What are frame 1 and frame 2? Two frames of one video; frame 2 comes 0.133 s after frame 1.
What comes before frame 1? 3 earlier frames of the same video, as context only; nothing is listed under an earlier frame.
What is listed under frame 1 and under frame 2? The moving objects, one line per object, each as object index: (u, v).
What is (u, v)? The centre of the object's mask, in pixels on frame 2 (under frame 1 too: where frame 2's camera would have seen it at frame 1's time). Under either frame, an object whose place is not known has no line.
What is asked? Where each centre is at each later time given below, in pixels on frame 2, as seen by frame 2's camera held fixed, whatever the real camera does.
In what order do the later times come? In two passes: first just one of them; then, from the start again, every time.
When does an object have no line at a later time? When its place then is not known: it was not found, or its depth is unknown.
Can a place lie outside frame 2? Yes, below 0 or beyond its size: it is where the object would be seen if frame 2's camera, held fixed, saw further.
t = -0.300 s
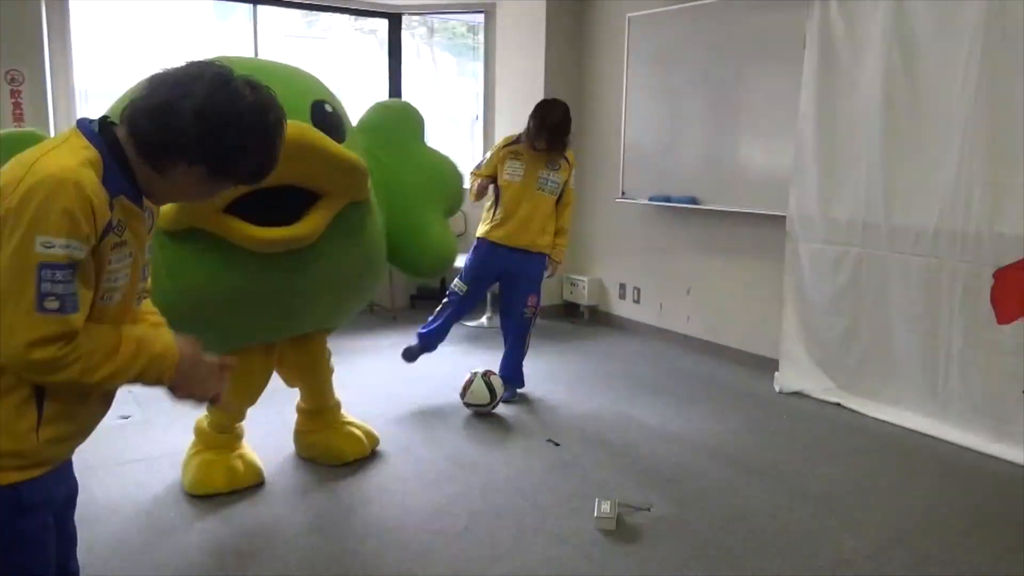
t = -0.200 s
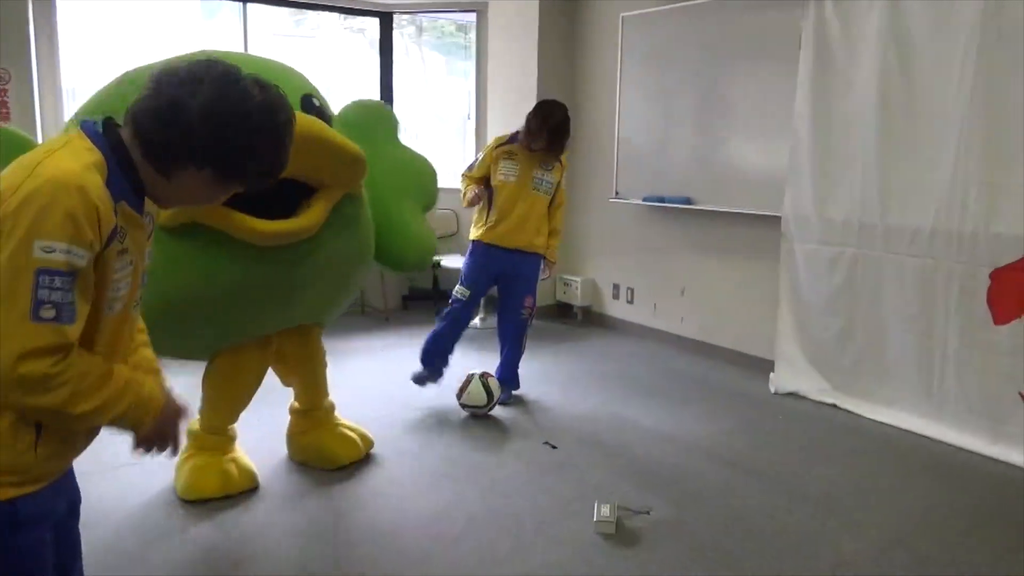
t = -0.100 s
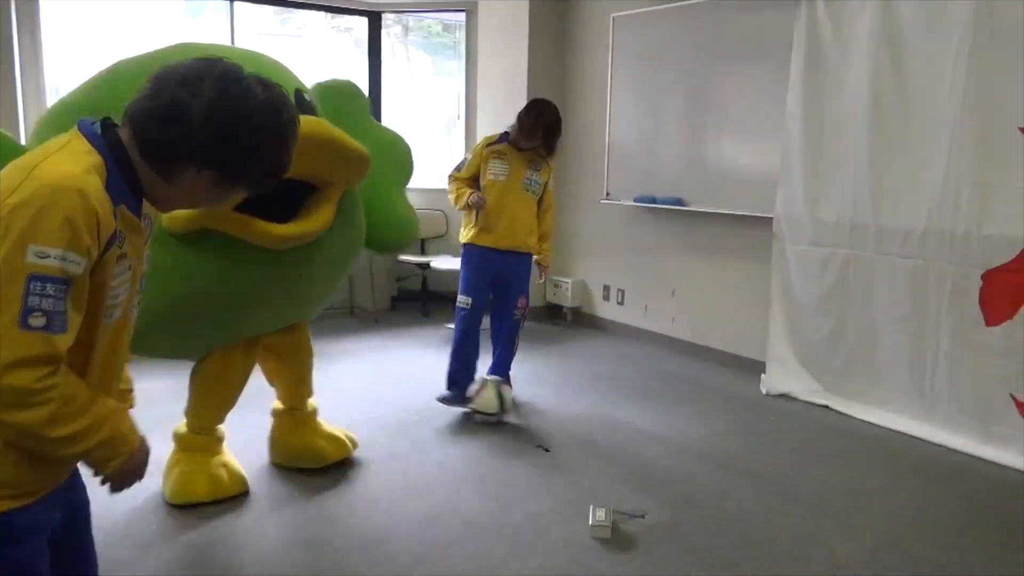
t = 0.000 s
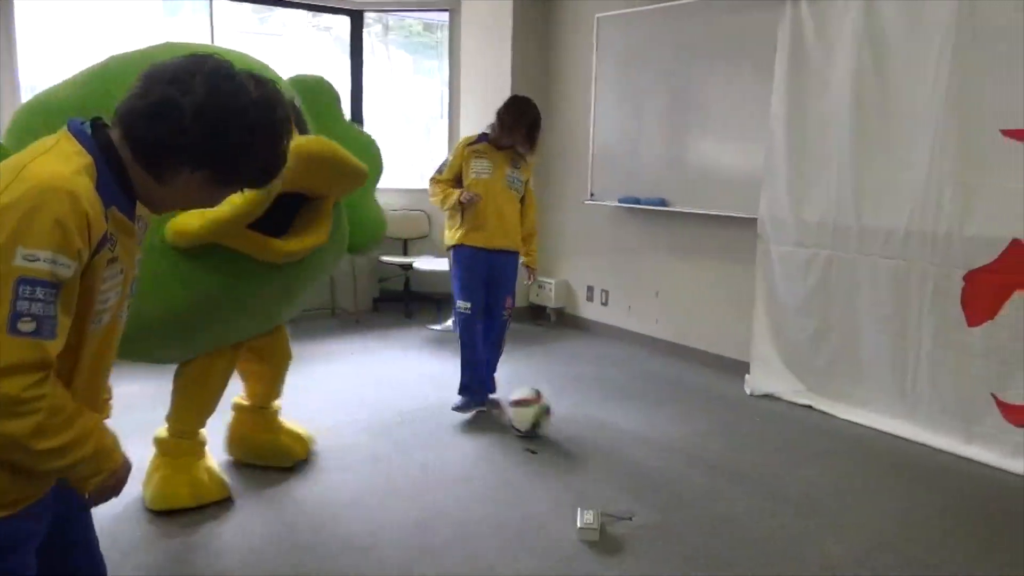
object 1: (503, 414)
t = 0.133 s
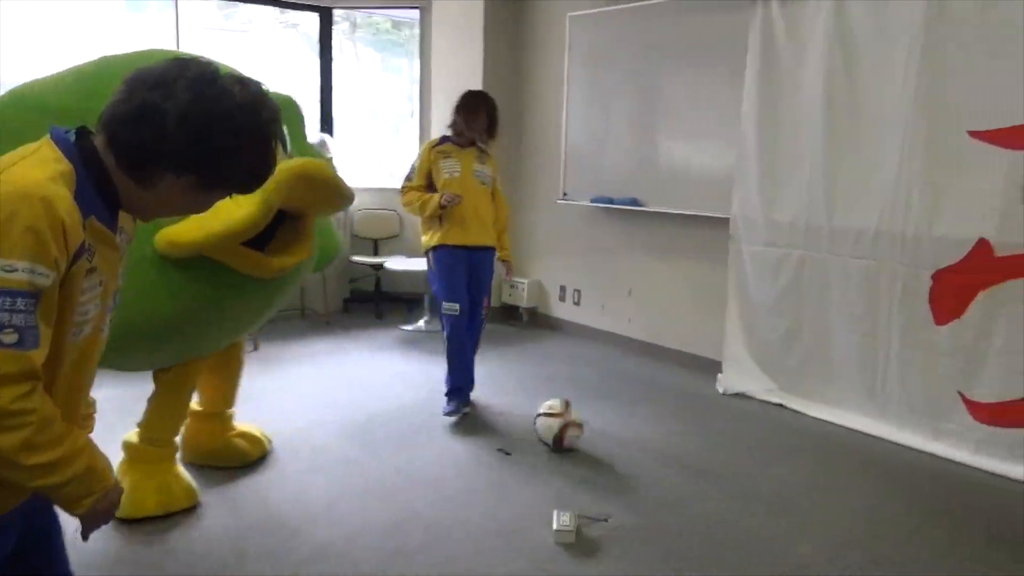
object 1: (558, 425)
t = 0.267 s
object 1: (615, 435)
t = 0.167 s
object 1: (573, 427)
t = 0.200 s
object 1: (587, 429)
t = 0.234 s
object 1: (602, 432)
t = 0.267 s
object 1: (615, 435)
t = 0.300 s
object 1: (630, 436)
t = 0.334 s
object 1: (644, 439)
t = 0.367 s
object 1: (660, 441)
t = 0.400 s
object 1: (674, 445)
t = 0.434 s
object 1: (690, 447)
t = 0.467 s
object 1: (704, 450)
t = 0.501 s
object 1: (720, 452)
